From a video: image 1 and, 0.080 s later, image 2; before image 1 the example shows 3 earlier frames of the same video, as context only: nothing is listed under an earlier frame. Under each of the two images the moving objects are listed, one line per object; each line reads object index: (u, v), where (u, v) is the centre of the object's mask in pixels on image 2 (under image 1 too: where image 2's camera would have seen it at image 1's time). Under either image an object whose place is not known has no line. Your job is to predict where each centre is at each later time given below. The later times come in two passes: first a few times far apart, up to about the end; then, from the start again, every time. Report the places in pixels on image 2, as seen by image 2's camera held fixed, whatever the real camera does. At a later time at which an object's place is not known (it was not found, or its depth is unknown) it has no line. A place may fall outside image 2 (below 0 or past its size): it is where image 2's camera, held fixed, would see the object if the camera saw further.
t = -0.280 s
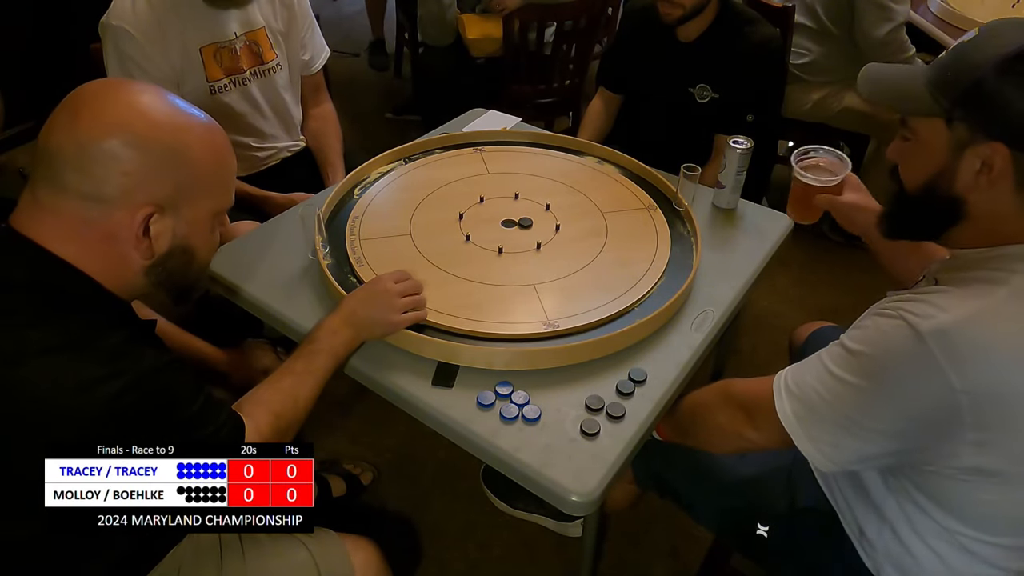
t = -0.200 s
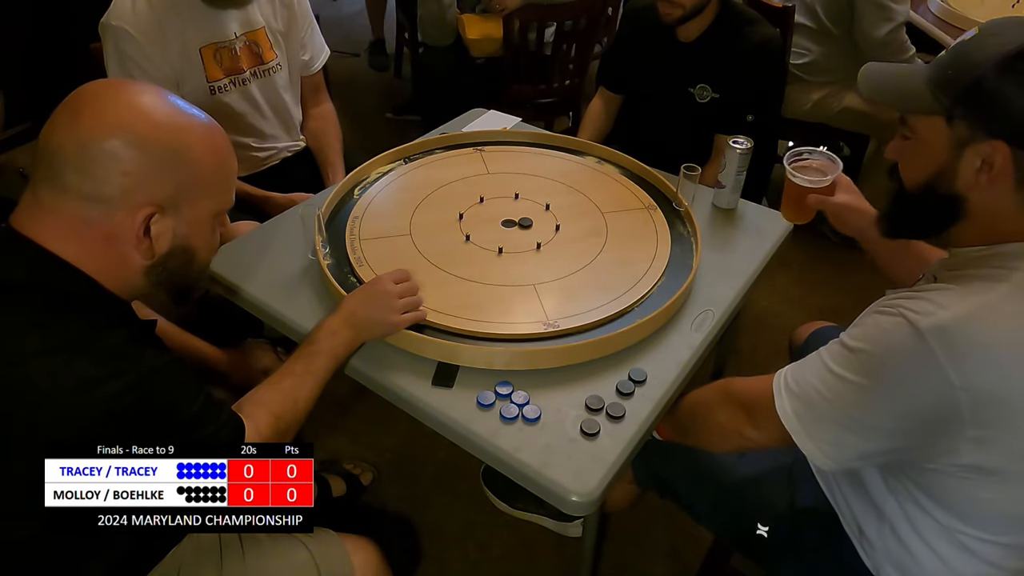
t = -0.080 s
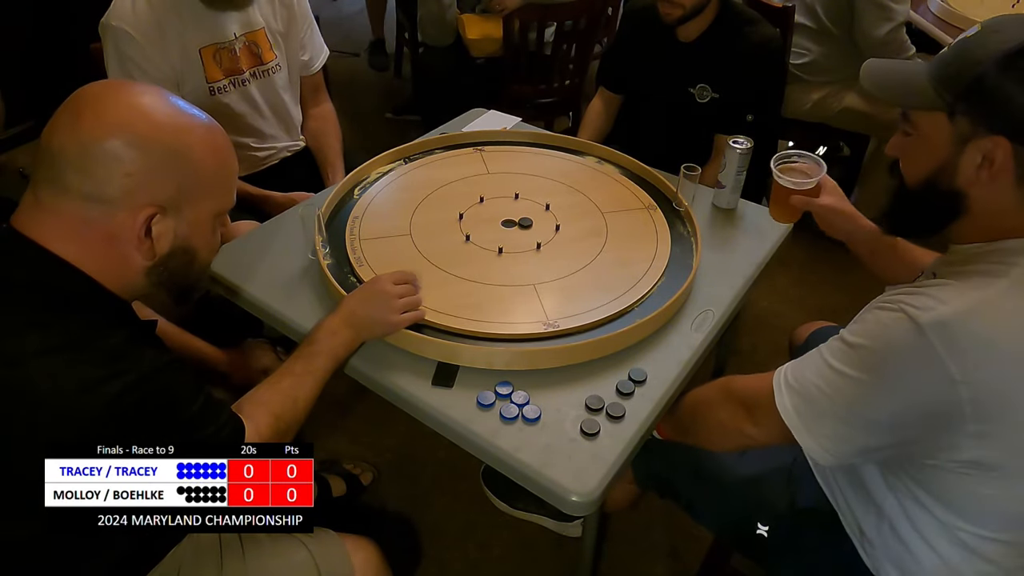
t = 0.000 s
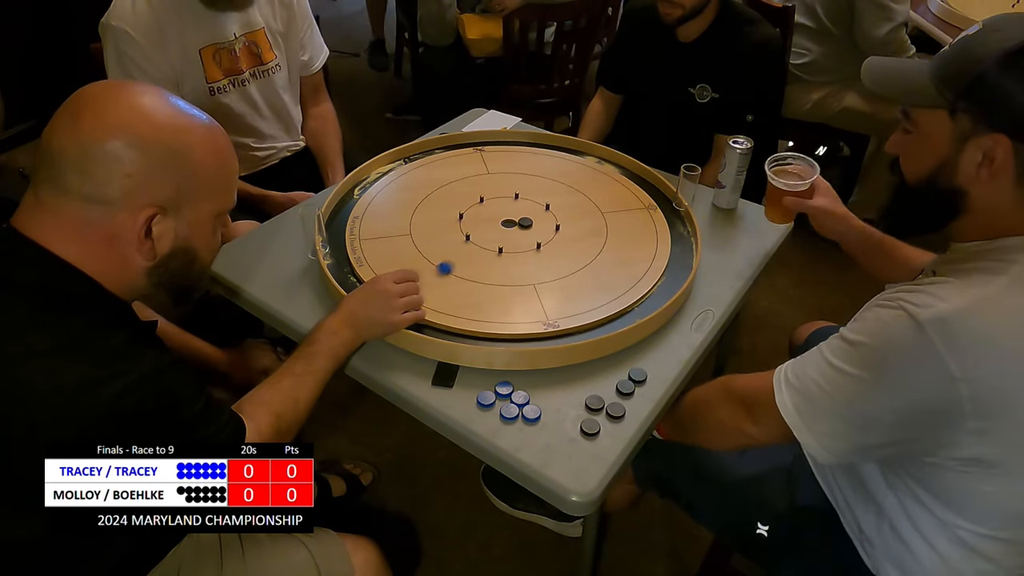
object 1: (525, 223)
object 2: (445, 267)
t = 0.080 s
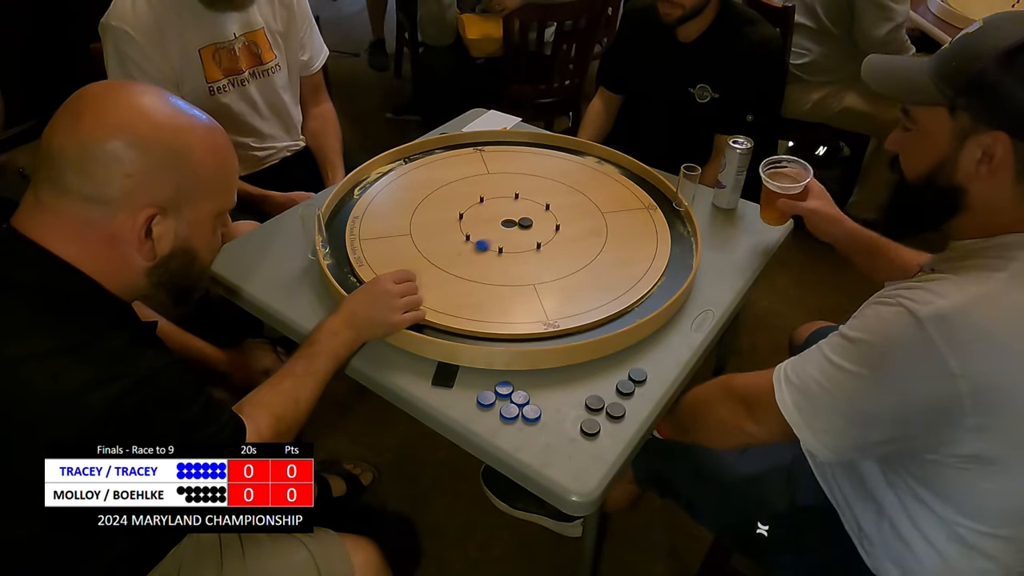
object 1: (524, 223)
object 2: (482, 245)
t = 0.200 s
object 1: (539, 217)
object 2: (511, 225)
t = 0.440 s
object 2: (509, 223)
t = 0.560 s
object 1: (643, 194)
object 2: (509, 223)
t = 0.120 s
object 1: (524, 223)
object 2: (501, 233)
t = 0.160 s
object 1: (527, 222)
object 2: (511, 227)
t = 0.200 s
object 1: (539, 217)
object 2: (511, 225)
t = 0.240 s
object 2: (510, 223)
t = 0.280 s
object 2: (509, 222)
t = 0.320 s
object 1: (583, 205)
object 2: (509, 223)
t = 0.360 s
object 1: (593, 204)
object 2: (509, 223)
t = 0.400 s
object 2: (509, 223)
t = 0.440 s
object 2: (509, 223)
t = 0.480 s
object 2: (509, 223)
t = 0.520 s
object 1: (636, 196)
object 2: (509, 223)
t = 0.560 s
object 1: (643, 194)
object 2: (509, 223)
